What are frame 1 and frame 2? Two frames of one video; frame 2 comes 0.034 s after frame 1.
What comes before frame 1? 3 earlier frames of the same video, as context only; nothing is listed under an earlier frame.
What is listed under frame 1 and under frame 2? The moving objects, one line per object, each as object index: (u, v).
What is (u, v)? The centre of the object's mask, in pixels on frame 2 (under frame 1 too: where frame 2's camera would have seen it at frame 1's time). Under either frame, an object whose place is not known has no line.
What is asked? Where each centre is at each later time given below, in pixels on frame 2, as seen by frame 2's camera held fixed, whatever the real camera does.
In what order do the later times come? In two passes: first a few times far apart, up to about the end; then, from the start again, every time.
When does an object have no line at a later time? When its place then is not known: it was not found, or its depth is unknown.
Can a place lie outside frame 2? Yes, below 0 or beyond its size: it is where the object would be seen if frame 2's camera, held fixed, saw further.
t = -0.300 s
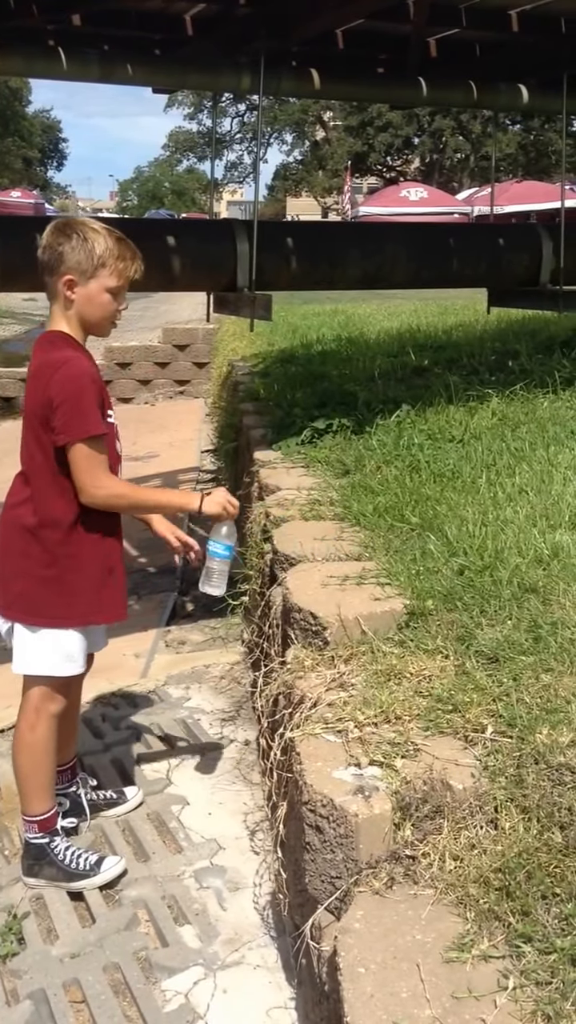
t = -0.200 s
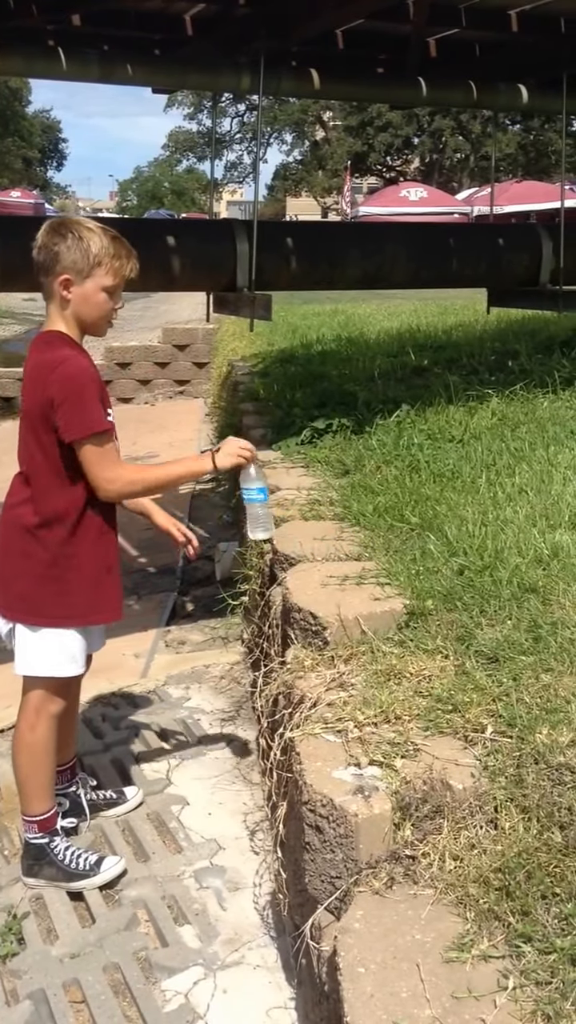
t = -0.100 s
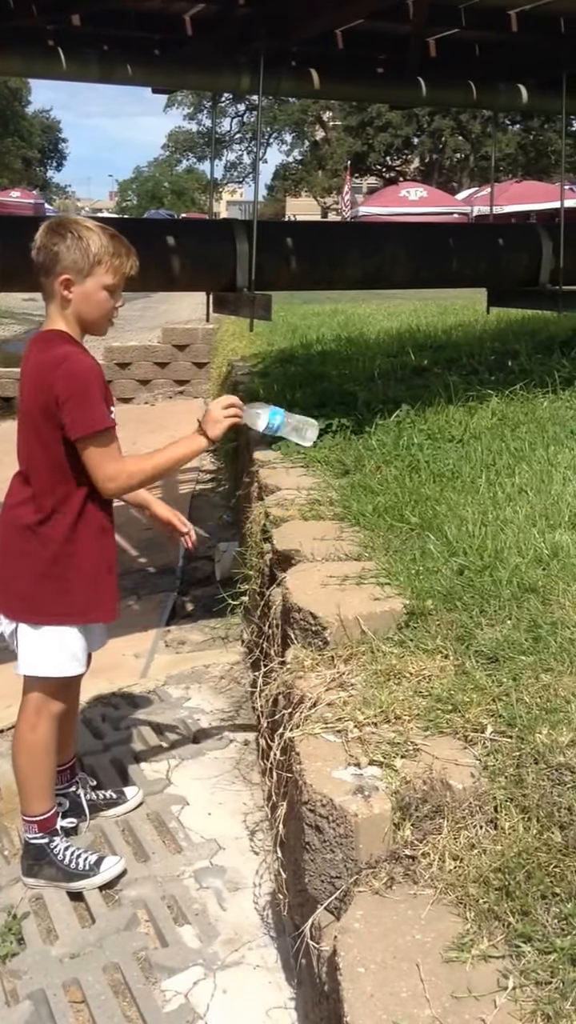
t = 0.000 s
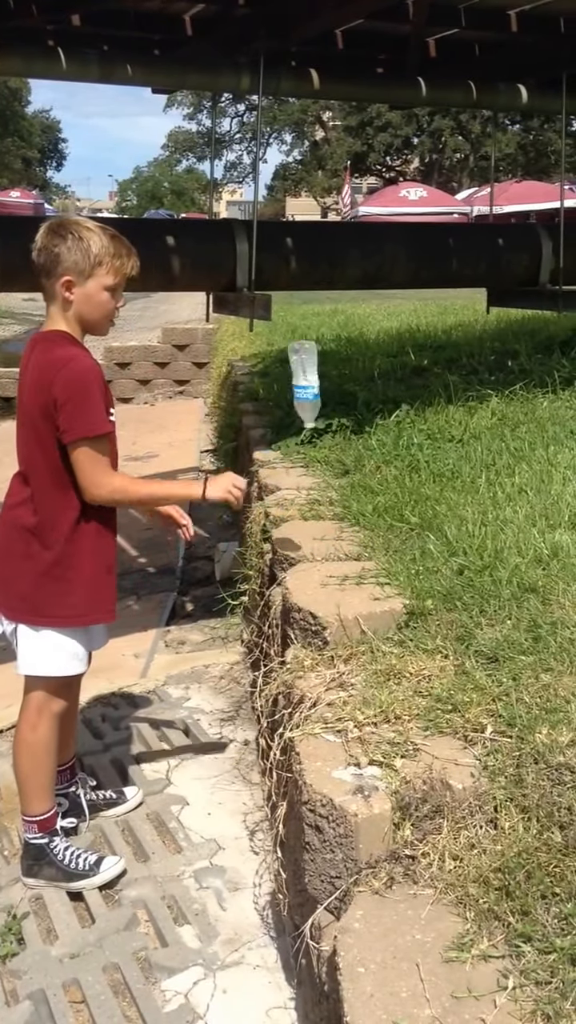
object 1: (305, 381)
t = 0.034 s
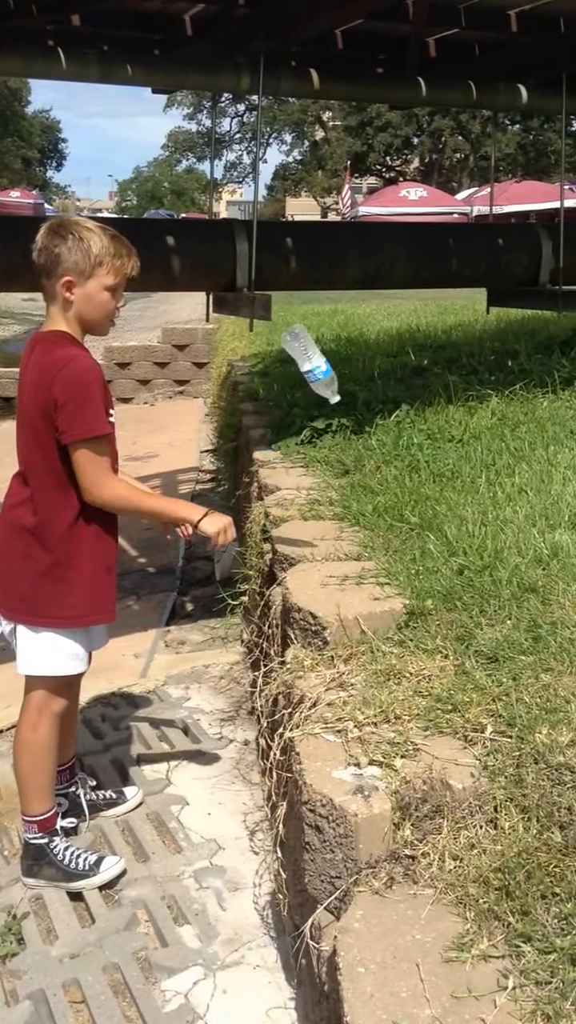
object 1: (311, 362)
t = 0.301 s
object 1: (306, 408)
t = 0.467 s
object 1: (305, 554)
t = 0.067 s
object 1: (313, 347)
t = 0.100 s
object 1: (311, 339)
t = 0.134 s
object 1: (310, 338)
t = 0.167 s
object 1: (310, 342)
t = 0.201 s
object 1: (309, 352)
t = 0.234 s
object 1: (308, 366)
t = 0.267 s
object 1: (307, 385)
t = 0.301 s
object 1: (306, 408)
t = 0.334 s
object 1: (304, 436)
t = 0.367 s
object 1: (304, 467)
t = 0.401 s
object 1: (303, 500)
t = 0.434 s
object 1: (299, 545)
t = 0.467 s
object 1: (305, 554)
